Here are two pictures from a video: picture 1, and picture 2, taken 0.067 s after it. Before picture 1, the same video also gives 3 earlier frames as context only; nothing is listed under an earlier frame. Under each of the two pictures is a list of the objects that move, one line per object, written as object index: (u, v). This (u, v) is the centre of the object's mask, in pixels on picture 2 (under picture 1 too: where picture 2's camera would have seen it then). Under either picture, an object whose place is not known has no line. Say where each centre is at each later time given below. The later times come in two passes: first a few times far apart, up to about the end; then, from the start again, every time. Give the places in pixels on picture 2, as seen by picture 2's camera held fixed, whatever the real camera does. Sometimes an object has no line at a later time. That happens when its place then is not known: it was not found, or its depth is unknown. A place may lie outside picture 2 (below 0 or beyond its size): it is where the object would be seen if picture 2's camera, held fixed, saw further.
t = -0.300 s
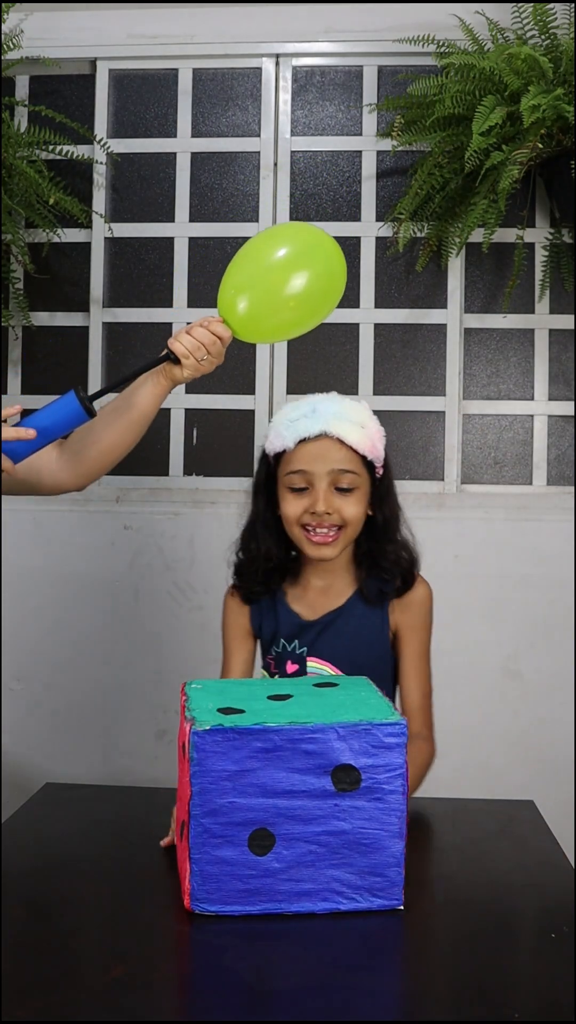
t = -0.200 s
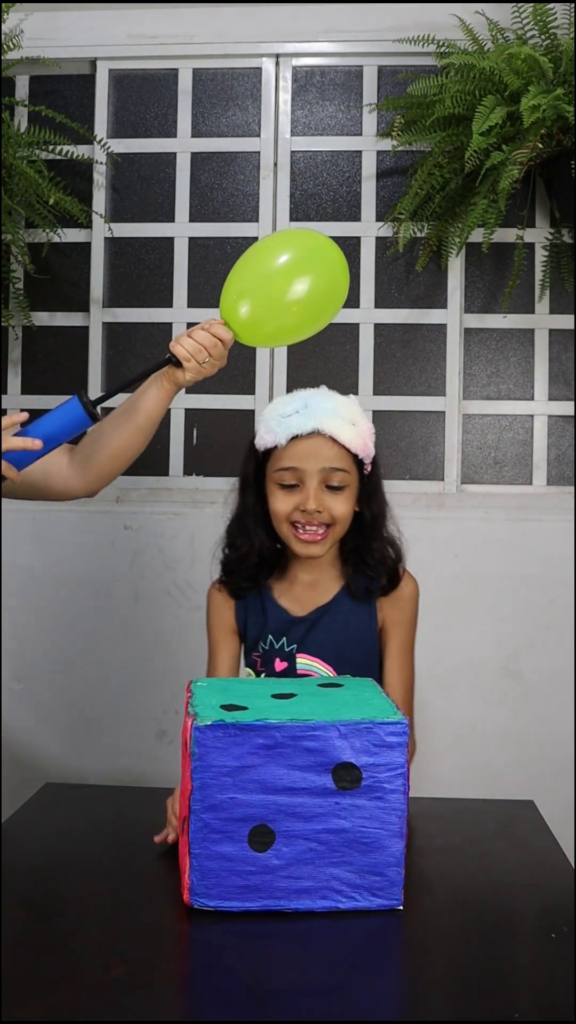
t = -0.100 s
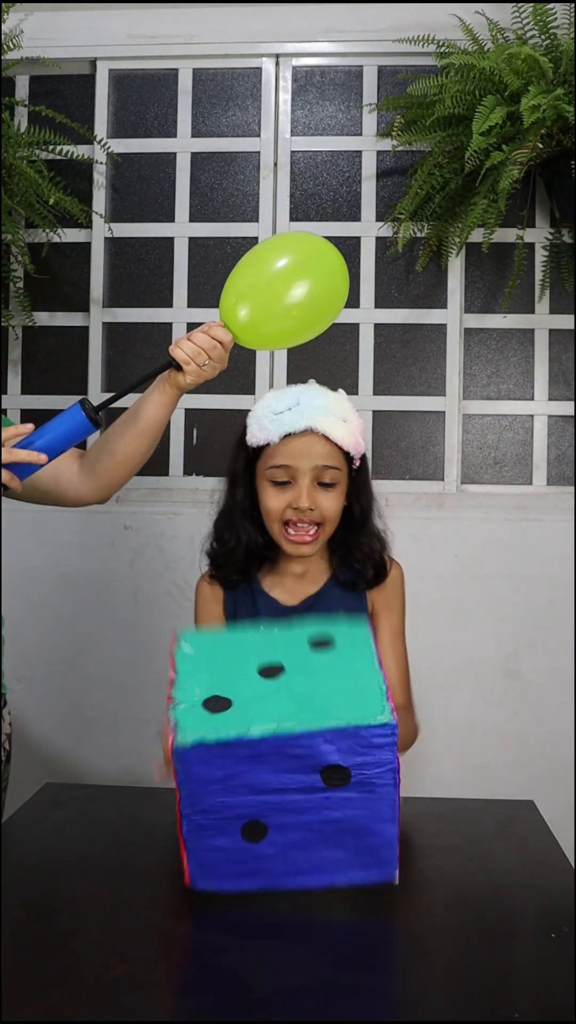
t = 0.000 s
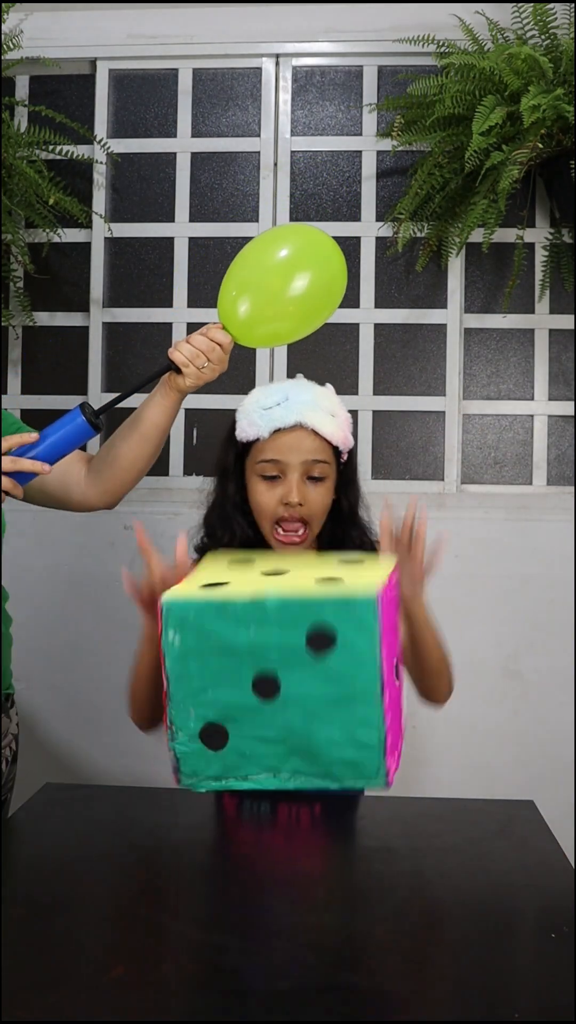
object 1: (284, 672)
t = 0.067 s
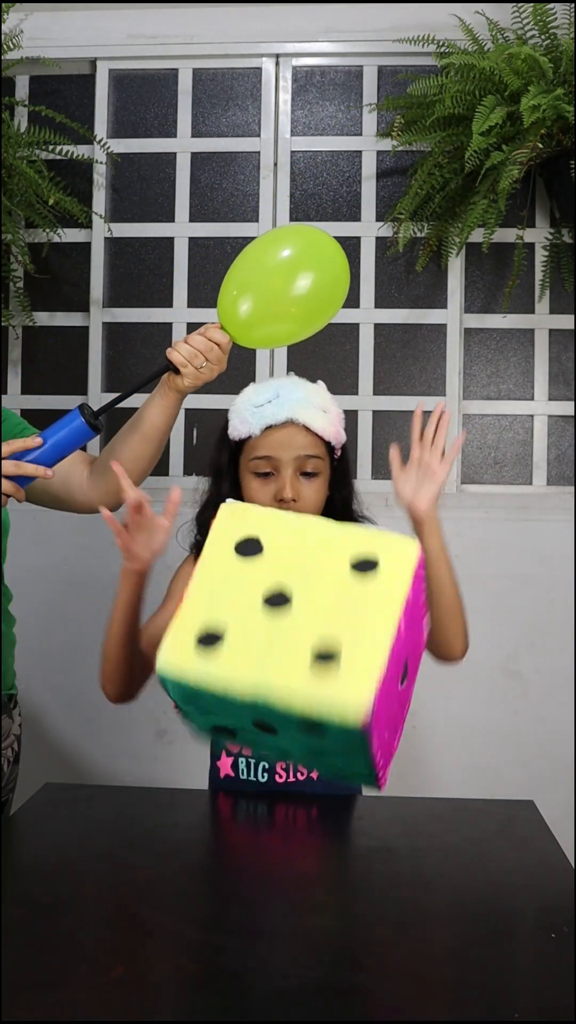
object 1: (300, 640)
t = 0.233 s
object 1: (333, 765)
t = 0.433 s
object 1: (317, 801)
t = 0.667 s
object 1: (313, 811)
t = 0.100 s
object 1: (301, 649)
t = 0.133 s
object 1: (305, 668)
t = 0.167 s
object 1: (320, 683)
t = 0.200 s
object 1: (337, 709)
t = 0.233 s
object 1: (333, 765)
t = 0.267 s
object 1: (333, 766)
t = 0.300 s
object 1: (325, 768)
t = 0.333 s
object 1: (318, 783)
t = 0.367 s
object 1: (319, 801)
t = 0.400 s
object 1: (317, 800)
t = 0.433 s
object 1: (317, 801)
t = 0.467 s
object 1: (318, 803)
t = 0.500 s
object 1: (317, 809)
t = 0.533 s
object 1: (316, 810)
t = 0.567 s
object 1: (313, 810)
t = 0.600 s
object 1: (313, 810)
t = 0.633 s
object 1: (313, 811)
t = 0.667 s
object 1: (313, 811)
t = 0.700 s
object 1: (313, 810)
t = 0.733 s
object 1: (313, 810)
